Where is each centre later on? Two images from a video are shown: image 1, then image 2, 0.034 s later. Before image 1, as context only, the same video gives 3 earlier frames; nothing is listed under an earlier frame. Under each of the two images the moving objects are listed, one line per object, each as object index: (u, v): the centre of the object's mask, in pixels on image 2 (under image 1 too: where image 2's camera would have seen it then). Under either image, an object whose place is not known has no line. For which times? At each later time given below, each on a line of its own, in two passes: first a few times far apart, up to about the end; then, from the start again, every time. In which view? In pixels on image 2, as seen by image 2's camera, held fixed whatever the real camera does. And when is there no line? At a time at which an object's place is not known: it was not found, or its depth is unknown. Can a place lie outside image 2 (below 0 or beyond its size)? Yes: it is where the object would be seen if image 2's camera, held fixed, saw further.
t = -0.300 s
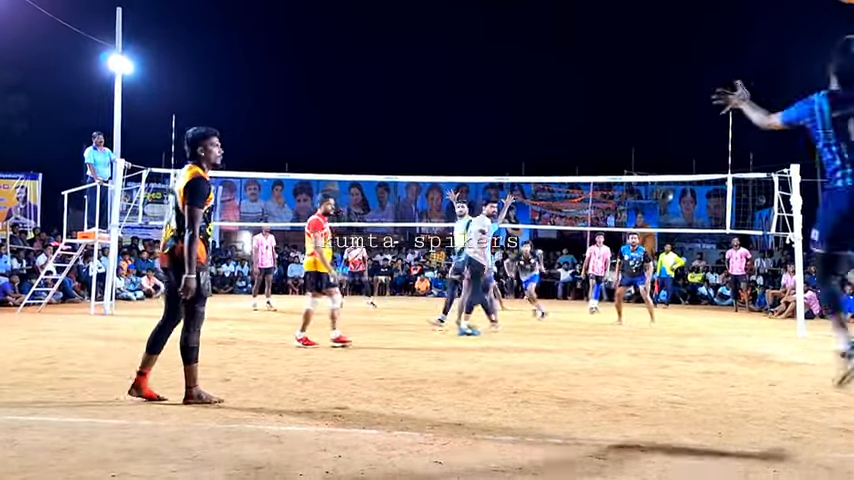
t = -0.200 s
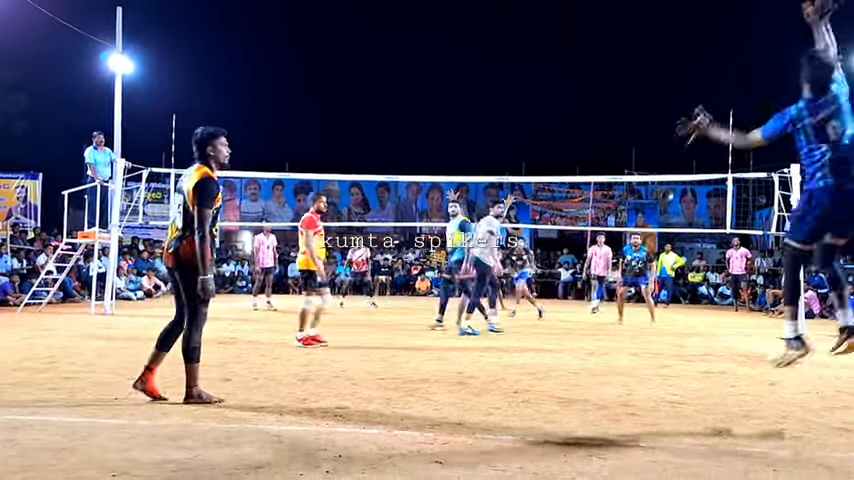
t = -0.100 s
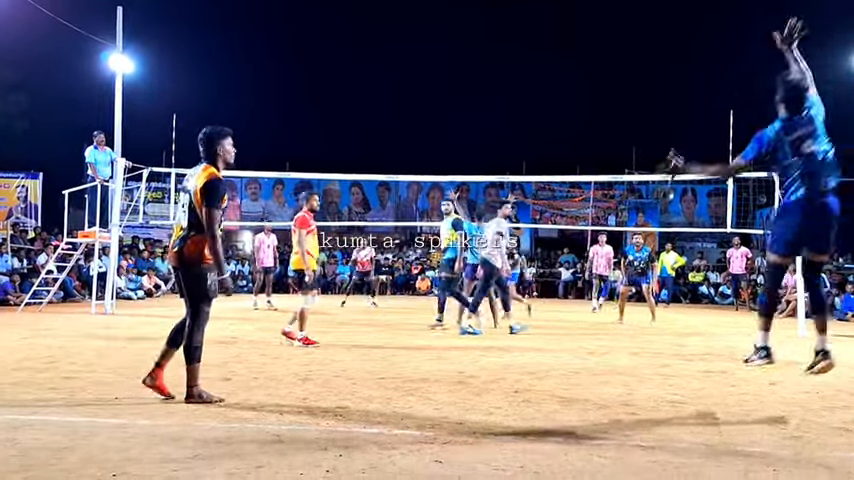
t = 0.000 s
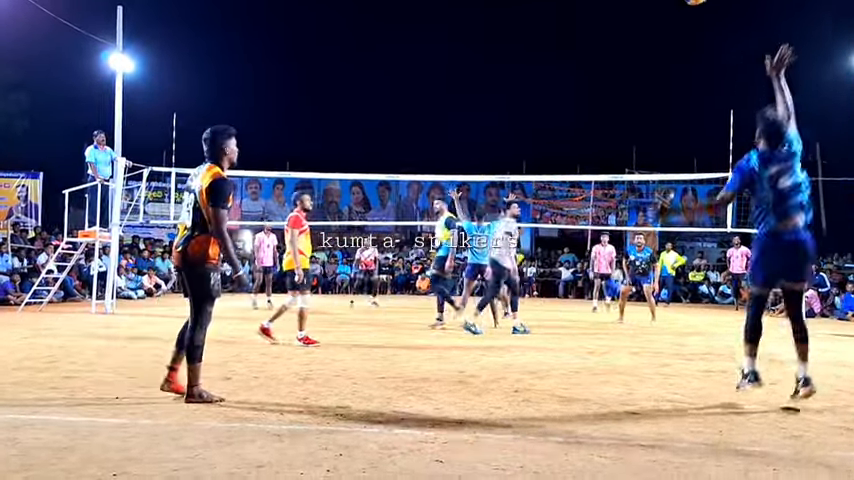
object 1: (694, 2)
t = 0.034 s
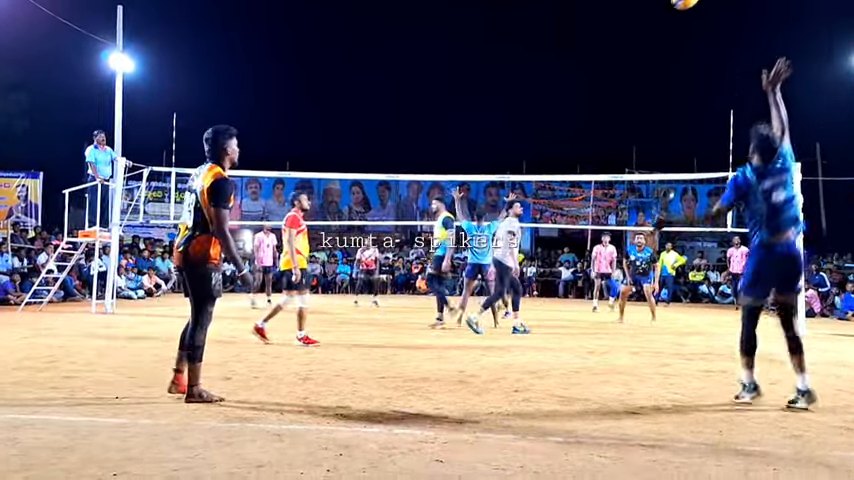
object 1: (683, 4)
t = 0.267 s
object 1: (623, 42)
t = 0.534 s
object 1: (579, 106)
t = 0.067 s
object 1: (673, 6)
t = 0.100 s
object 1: (664, 10)
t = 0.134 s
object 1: (655, 15)
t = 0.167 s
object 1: (646, 22)
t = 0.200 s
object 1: (638, 28)
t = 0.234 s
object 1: (631, 35)
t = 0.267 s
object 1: (623, 42)
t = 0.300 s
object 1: (617, 49)
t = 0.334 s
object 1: (611, 57)
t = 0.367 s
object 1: (605, 64)
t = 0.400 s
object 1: (599, 72)
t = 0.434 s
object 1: (593, 80)
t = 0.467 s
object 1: (588, 89)
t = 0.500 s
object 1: (583, 97)
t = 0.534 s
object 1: (579, 106)
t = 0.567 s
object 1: (575, 115)
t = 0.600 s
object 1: (570, 124)
